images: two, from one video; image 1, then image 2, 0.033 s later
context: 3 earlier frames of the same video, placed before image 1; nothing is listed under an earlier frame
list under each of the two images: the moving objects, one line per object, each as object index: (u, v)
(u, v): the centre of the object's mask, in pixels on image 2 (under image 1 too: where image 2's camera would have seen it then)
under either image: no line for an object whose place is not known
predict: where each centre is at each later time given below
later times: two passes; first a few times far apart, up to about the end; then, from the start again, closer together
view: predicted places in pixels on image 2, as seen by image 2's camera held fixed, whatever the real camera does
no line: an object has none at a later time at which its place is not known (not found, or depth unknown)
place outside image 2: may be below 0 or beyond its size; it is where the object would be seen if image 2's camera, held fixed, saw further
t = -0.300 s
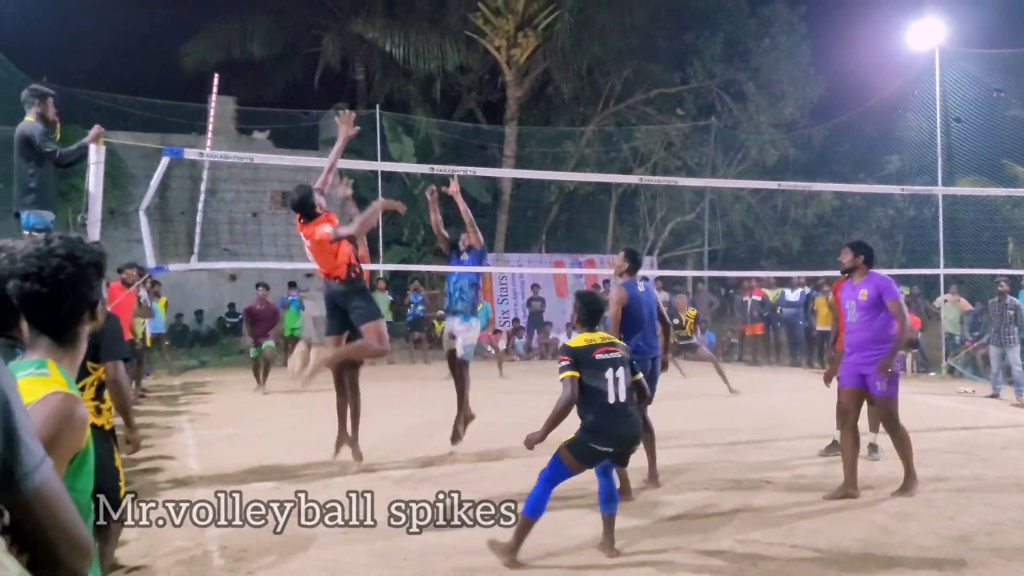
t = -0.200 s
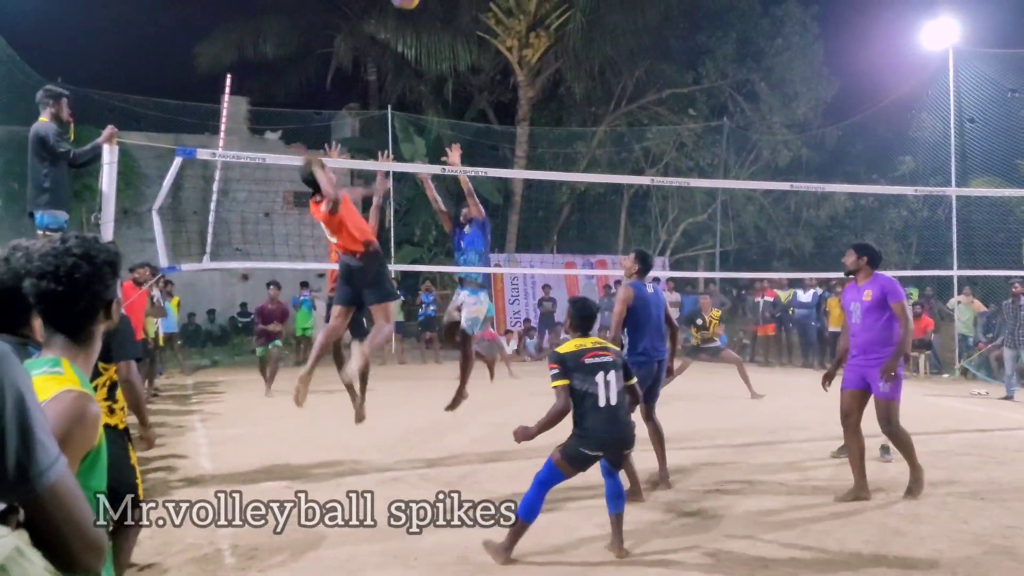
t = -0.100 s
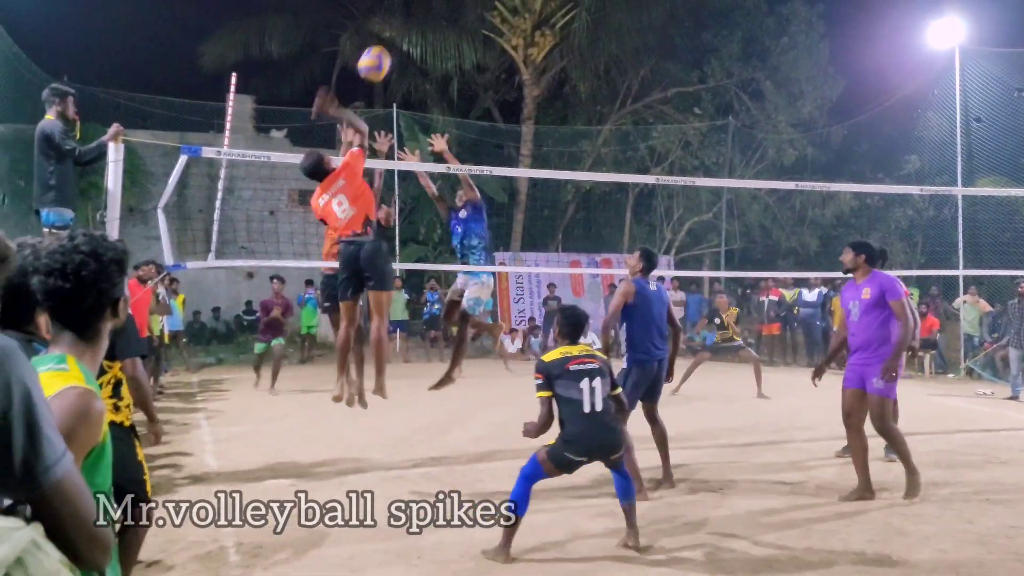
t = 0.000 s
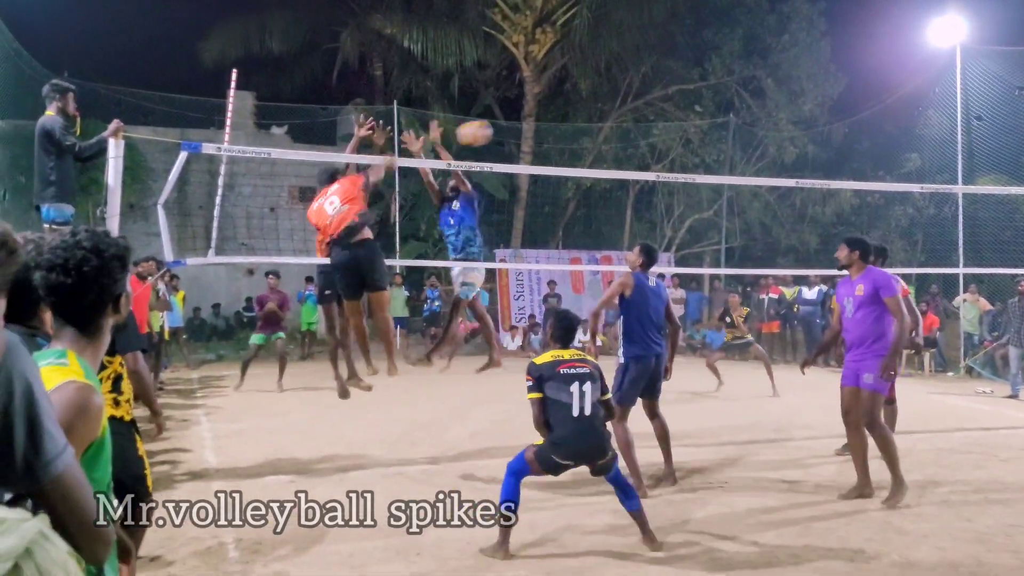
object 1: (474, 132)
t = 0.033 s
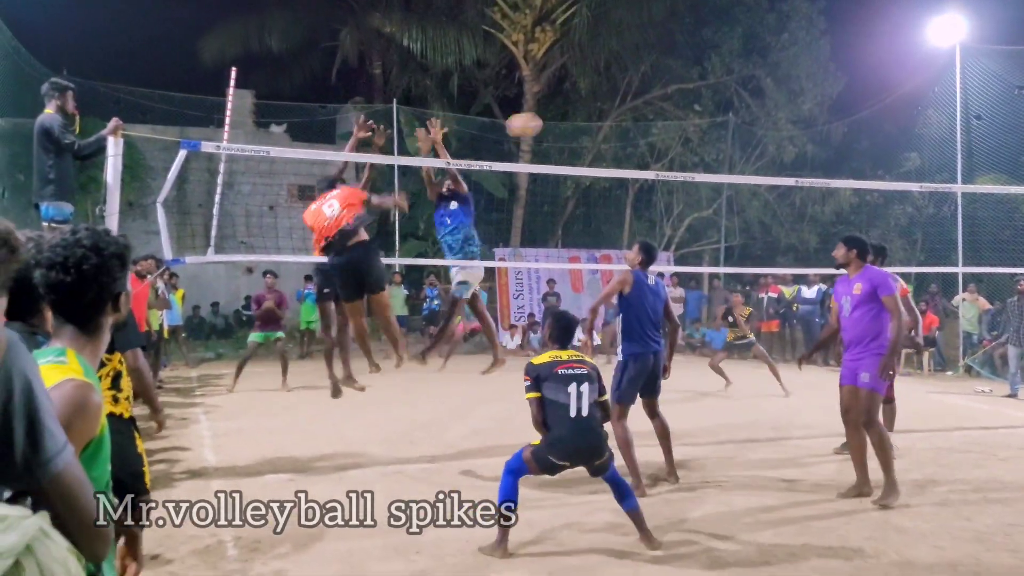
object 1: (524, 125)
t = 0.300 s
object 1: (844, 131)
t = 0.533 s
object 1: (1032, 192)
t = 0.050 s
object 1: (547, 124)
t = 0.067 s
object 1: (570, 121)
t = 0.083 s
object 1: (594, 120)
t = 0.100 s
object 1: (616, 119)
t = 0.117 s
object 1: (637, 118)
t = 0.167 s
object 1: (699, 117)
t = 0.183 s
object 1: (719, 118)
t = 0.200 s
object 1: (739, 119)
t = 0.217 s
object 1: (757, 120)
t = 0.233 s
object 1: (775, 122)
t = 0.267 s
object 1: (811, 126)
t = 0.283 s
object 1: (828, 129)
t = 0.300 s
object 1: (844, 131)
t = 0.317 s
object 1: (859, 135)
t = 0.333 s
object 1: (875, 138)
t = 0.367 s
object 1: (905, 145)
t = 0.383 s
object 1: (919, 149)
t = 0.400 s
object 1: (933, 153)
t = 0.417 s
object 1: (947, 158)
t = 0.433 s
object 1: (960, 162)
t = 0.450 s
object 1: (973, 167)
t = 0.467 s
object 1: (985, 172)
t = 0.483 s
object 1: (999, 176)
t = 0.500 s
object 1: (1009, 179)
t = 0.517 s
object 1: (1019, 184)
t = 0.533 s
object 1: (1032, 192)
